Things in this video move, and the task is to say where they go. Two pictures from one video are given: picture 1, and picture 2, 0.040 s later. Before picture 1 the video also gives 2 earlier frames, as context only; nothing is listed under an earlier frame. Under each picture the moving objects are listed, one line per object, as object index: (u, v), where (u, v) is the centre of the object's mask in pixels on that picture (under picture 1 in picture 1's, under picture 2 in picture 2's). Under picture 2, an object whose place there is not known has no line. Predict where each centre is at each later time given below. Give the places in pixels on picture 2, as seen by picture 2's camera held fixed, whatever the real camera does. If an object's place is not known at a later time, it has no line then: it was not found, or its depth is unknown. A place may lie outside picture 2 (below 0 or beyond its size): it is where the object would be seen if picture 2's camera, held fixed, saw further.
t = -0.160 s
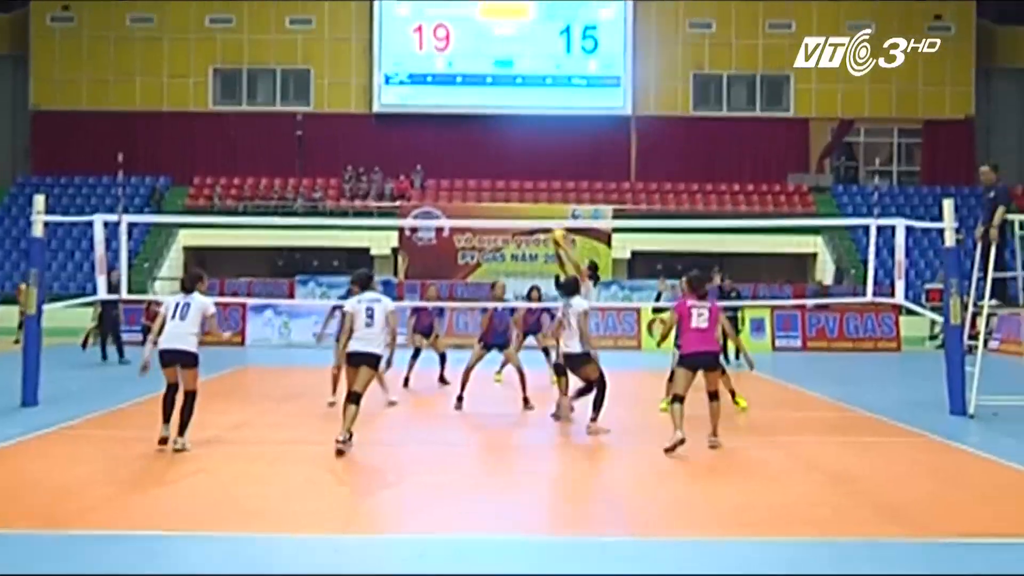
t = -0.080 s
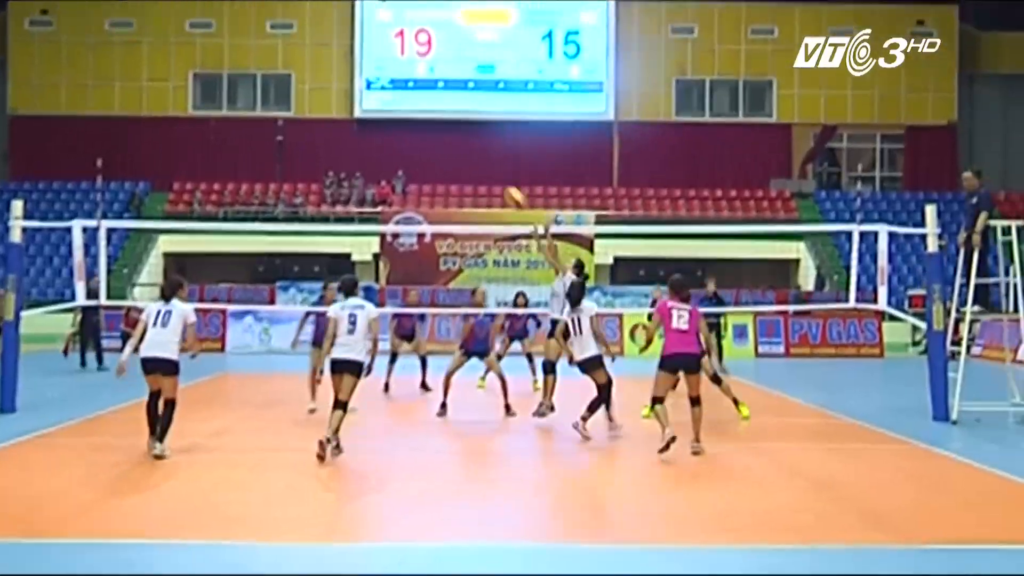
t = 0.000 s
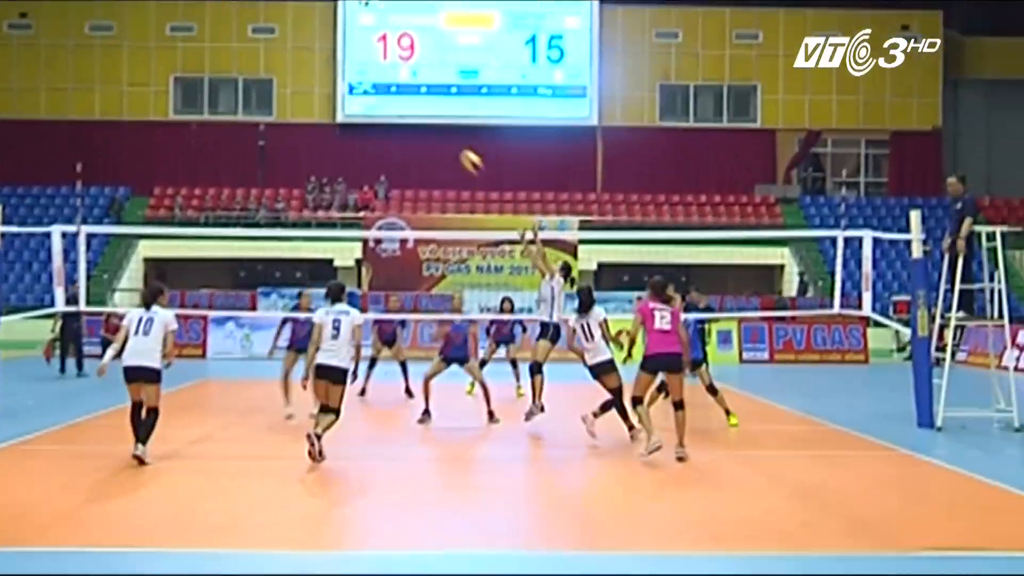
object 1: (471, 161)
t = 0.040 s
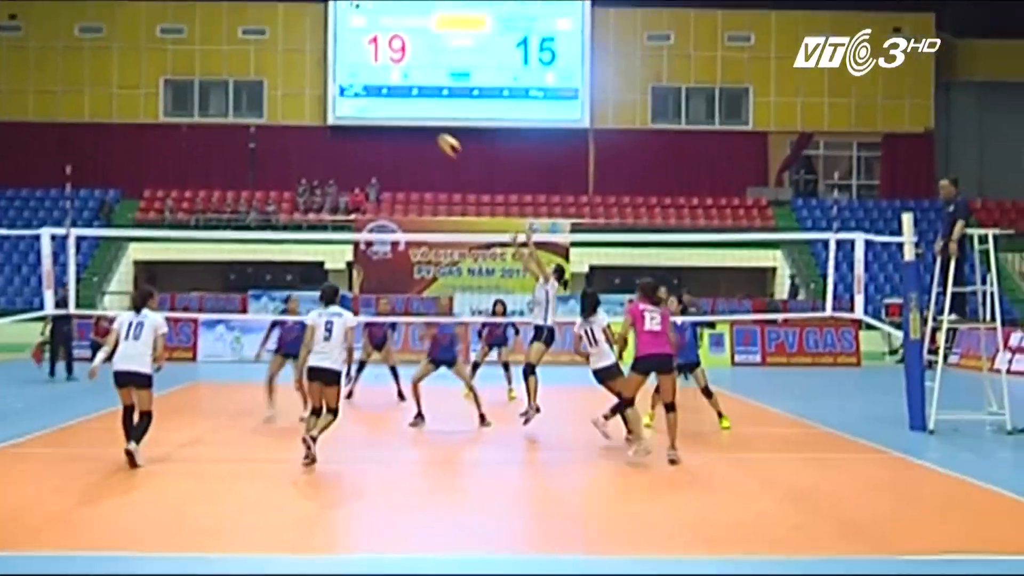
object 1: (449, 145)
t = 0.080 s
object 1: (437, 130)
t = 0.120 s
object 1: (421, 114)
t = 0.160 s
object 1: (407, 96)
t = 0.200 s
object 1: (396, 85)
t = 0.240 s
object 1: (382, 74)
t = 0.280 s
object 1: (368, 66)
